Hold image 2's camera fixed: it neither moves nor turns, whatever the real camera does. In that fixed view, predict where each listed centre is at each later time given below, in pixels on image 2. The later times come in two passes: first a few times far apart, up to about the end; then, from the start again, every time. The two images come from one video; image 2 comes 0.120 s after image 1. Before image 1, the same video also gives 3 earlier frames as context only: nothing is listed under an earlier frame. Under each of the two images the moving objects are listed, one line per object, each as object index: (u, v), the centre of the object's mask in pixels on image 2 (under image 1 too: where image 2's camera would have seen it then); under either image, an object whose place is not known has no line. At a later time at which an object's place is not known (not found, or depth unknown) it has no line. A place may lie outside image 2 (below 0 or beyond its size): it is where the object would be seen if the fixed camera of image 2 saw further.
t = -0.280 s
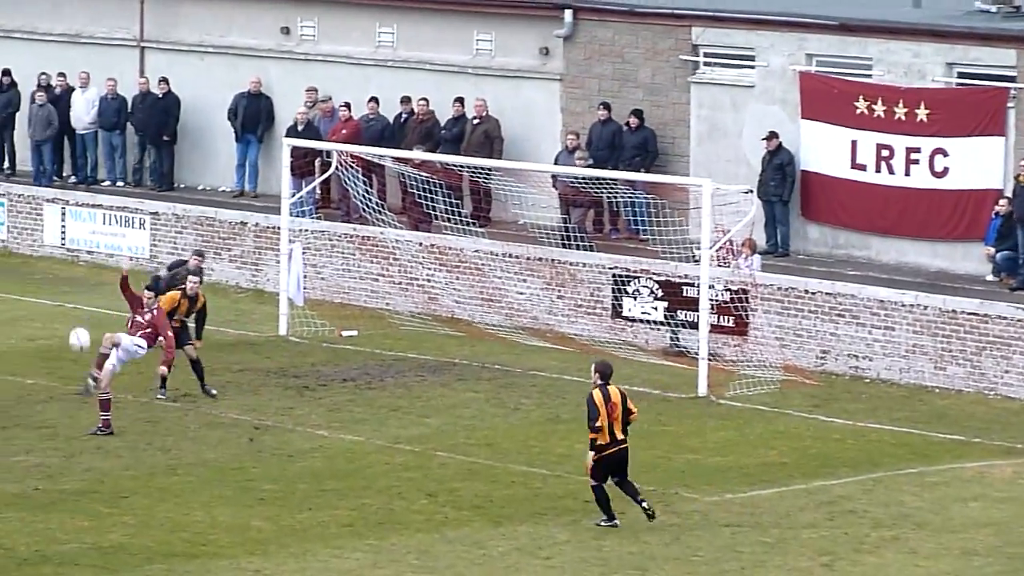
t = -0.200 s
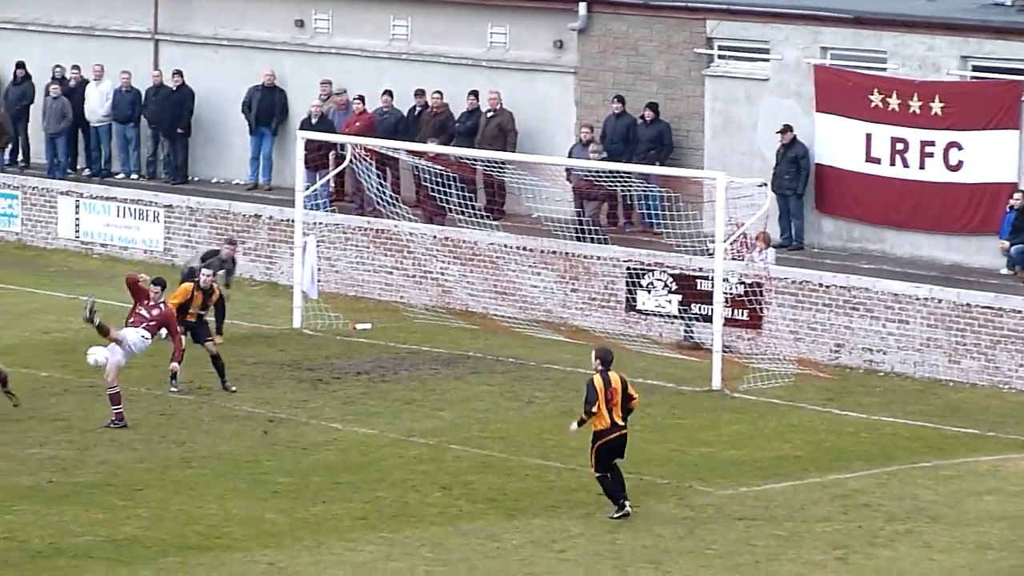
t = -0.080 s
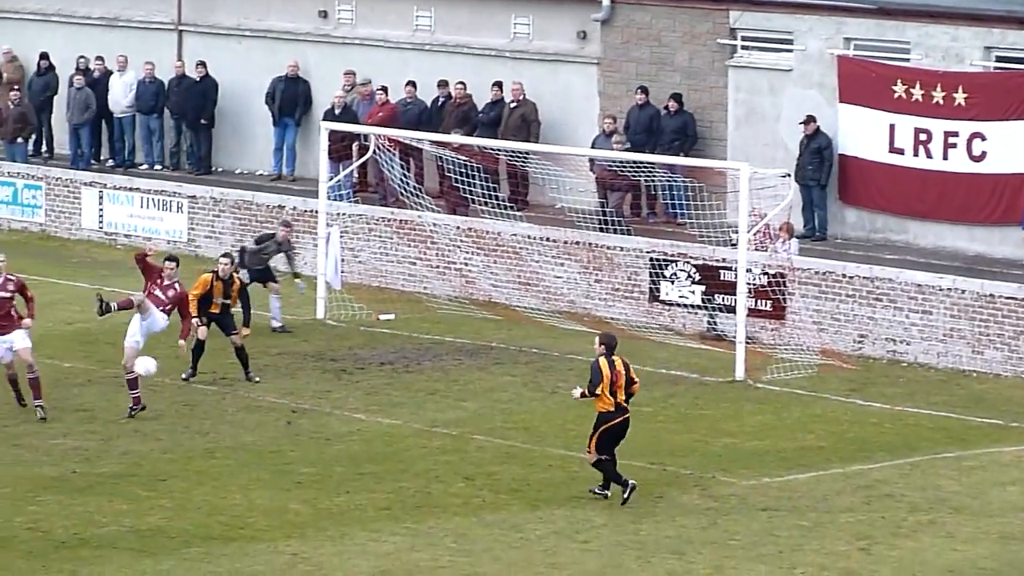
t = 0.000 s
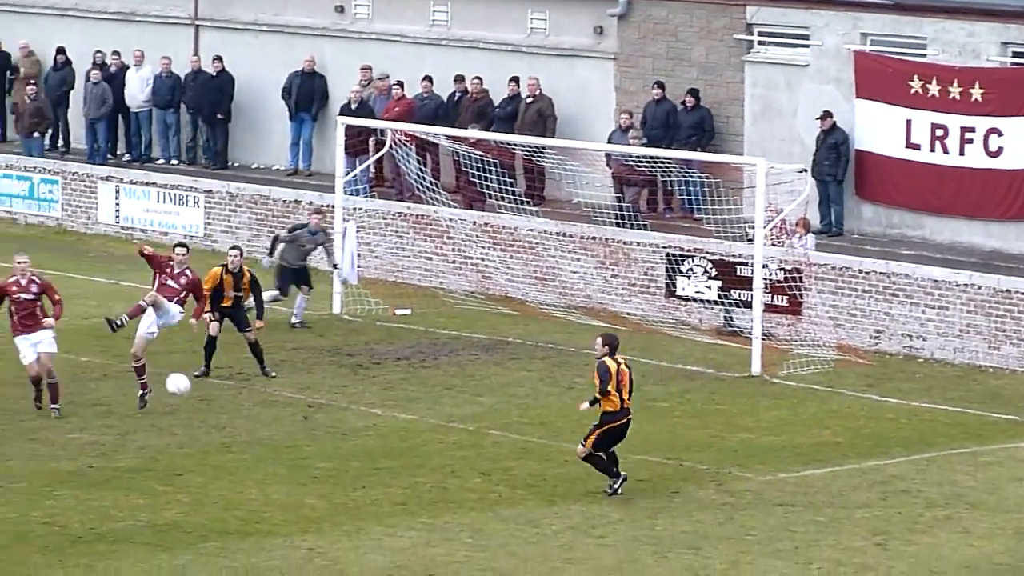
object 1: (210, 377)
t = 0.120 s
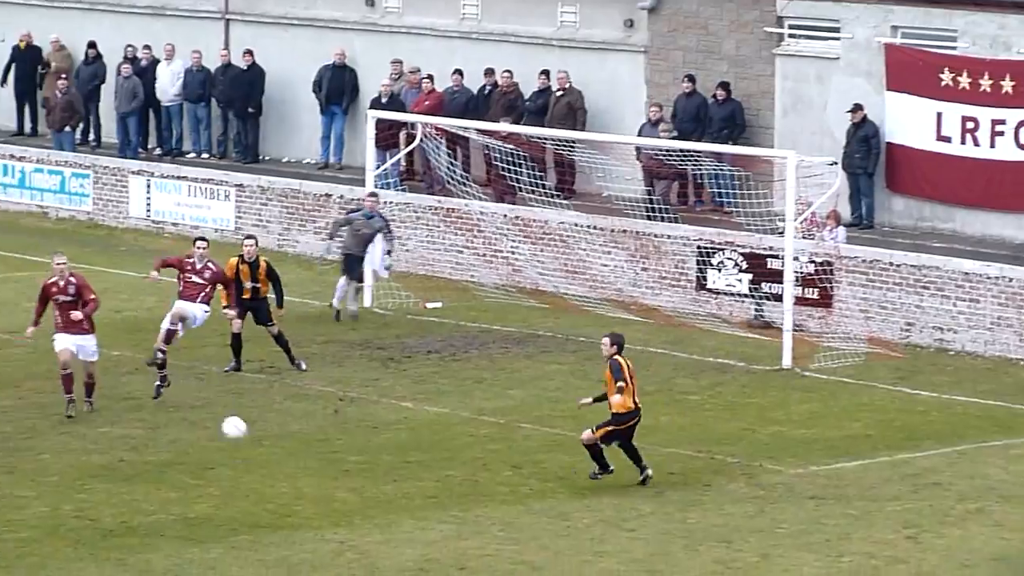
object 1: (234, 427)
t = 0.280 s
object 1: (271, 488)
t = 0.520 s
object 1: (356, 490)
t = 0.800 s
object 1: (463, 573)
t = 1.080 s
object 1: (584, 600)
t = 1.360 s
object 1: (712, 656)
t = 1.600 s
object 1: (821, 688)
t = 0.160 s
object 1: (242, 449)
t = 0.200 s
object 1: (250, 473)
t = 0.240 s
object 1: (259, 494)
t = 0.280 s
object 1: (271, 488)
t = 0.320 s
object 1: (285, 483)
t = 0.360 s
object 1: (298, 481)
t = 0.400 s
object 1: (313, 481)
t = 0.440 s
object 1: (327, 482)
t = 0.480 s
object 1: (341, 485)
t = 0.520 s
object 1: (356, 490)
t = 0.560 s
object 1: (371, 497)
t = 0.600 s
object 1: (386, 506)
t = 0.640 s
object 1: (401, 517)
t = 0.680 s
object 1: (417, 530)
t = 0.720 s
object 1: (432, 546)
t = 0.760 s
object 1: (447, 565)
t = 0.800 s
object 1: (463, 573)
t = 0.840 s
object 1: (480, 570)
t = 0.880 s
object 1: (497, 569)
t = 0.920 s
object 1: (514, 571)
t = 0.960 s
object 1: (531, 574)
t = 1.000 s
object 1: (549, 581)
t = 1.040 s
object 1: (567, 588)
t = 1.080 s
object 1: (584, 600)
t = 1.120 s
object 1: (602, 613)
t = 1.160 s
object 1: (619, 629)
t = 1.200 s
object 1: (638, 630)
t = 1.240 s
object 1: (656, 634)
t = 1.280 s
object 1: (675, 639)
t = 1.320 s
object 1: (693, 646)
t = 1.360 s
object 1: (712, 656)
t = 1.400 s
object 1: (731, 668)
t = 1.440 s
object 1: (749, 670)
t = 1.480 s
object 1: (767, 670)
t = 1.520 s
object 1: (785, 673)
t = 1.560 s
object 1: (802, 679)
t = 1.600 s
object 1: (821, 688)
